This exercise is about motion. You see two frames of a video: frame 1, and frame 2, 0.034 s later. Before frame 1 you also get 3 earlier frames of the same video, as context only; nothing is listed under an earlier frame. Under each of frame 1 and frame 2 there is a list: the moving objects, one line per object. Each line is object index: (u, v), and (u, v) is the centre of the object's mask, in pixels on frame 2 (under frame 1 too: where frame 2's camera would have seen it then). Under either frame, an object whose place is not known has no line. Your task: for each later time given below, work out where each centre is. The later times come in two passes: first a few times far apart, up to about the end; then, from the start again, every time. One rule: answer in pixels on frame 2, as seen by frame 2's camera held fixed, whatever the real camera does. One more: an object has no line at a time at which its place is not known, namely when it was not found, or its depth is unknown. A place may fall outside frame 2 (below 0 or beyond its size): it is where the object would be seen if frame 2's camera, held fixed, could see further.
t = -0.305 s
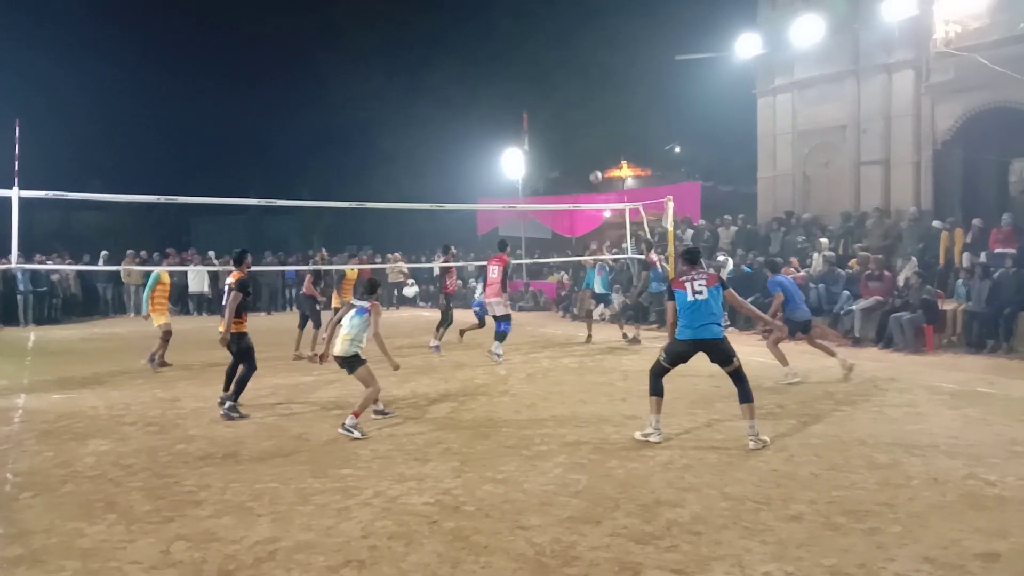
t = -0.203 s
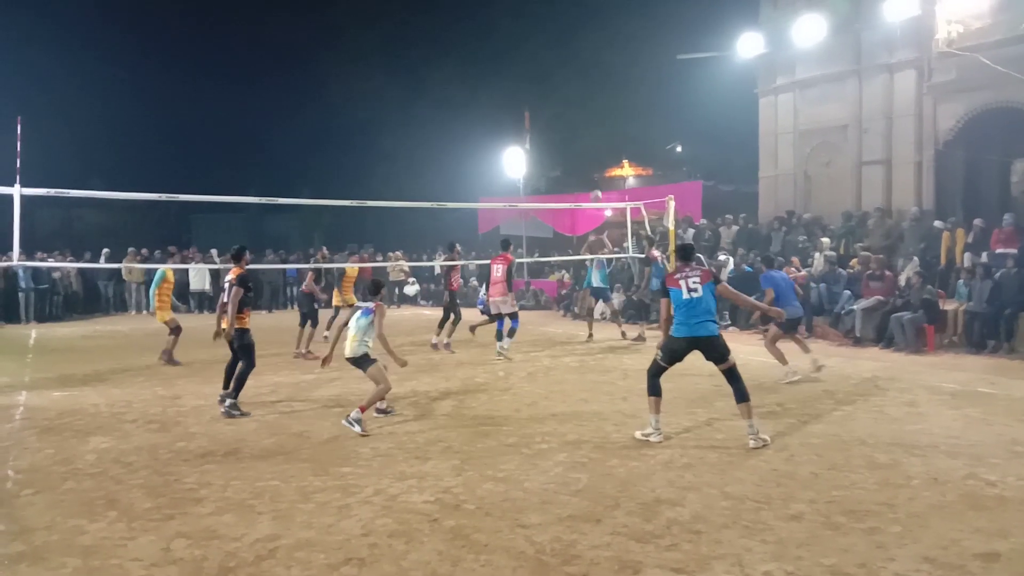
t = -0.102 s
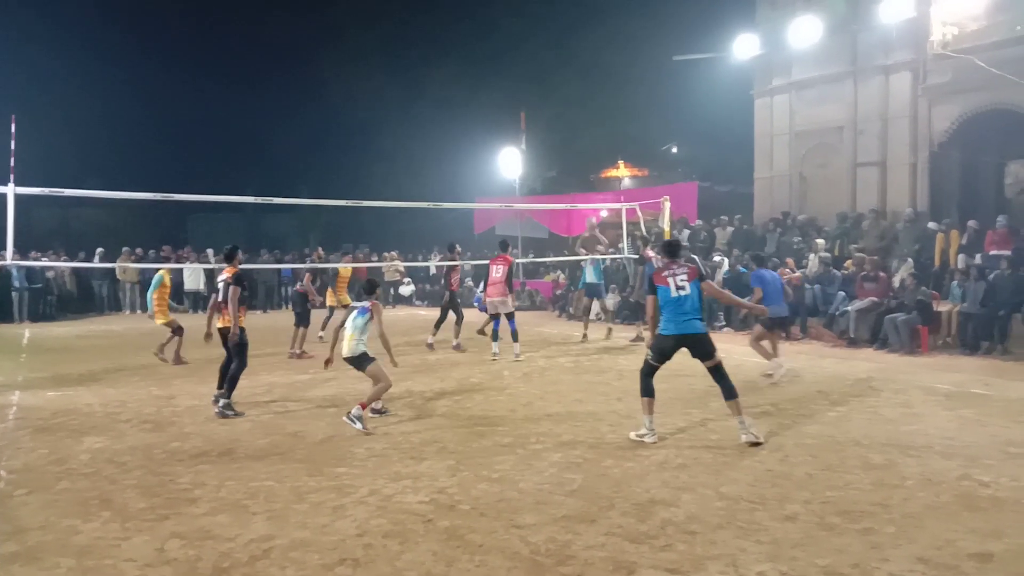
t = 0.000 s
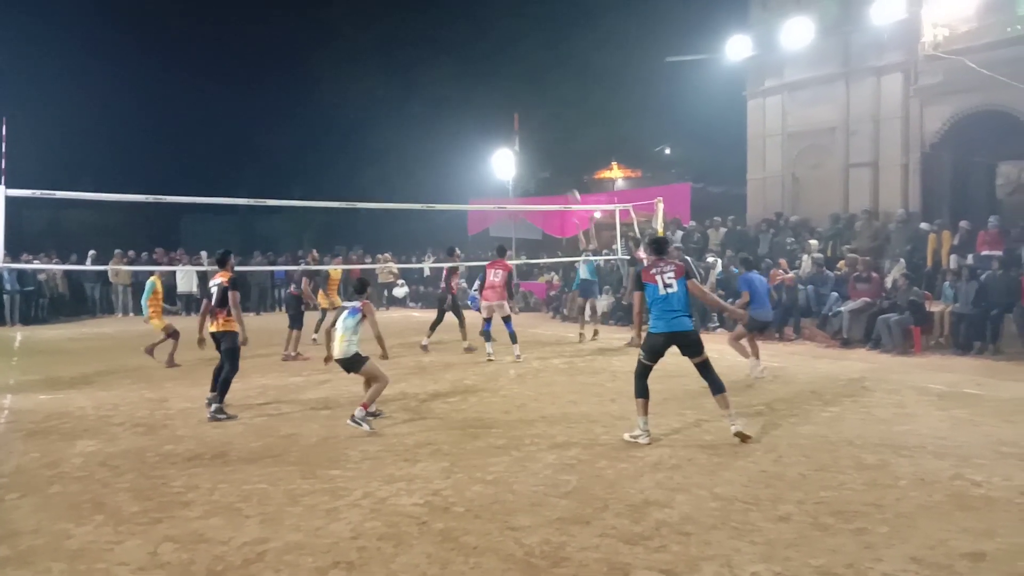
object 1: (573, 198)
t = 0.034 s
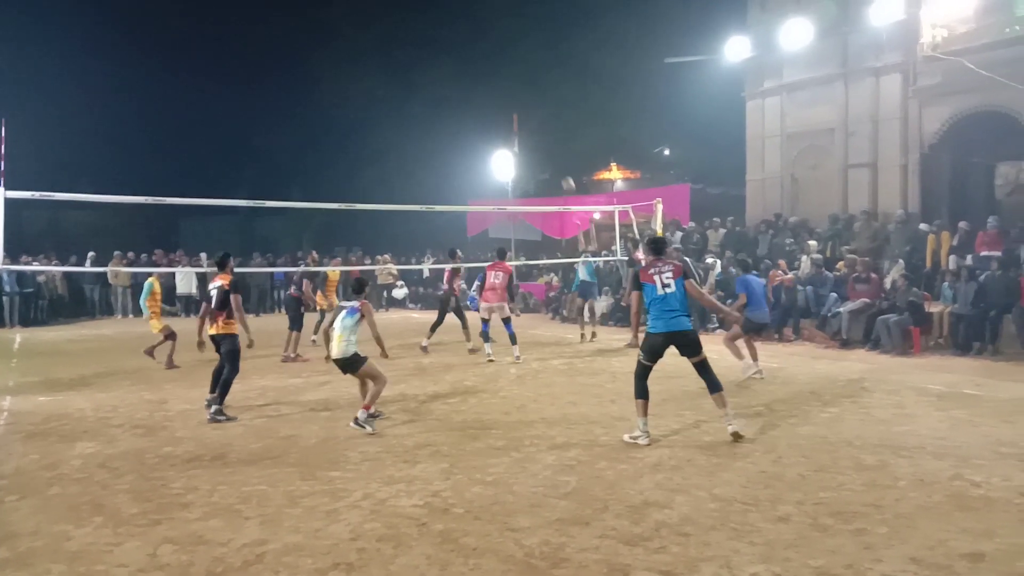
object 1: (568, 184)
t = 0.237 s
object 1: (536, 112)
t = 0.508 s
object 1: (495, 47)
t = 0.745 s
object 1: (460, 24)
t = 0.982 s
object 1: (425, 33)
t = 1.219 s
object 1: (391, 75)
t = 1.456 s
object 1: (360, 148)
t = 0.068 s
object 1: (563, 171)
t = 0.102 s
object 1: (557, 158)
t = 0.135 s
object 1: (552, 145)
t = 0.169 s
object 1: (547, 133)
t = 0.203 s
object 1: (541, 122)
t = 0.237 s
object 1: (536, 112)
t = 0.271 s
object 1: (531, 102)
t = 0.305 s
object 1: (526, 92)
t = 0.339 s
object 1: (521, 83)
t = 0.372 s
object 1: (515, 74)
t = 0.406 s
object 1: (510, 67)
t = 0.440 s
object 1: (506, 60)
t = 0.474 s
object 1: (500, 53)
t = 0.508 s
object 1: (495, 47)
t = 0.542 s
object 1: (490, 42)
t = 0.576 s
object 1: (485, 37)
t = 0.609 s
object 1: (480, 33)
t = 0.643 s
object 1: (475, 30)
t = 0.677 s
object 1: (470, 28)
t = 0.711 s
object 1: (465, 25)
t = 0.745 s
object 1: (460, 24)
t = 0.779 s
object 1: (455, 23)
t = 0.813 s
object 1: (450, 23)
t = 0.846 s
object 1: (445, 24)
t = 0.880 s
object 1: (440, 25)
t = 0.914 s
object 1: (435, 27)
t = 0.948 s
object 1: (430, 30)
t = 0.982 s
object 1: (425, 33)
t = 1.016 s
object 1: (420, 37)
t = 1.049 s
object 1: (415, 42)
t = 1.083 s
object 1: (410, 47)
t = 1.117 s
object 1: (405, 53)
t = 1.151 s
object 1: (400, 59)
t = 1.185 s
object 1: (395, 67)
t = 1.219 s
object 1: (391, 75)
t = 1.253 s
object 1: (386, 83)
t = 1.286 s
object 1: (382, 92)
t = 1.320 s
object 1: (378, 102)
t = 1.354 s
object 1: (373, 113)
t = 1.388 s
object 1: (369, 124)
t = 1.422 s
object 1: (365, 136)
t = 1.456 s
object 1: (360, 148)
